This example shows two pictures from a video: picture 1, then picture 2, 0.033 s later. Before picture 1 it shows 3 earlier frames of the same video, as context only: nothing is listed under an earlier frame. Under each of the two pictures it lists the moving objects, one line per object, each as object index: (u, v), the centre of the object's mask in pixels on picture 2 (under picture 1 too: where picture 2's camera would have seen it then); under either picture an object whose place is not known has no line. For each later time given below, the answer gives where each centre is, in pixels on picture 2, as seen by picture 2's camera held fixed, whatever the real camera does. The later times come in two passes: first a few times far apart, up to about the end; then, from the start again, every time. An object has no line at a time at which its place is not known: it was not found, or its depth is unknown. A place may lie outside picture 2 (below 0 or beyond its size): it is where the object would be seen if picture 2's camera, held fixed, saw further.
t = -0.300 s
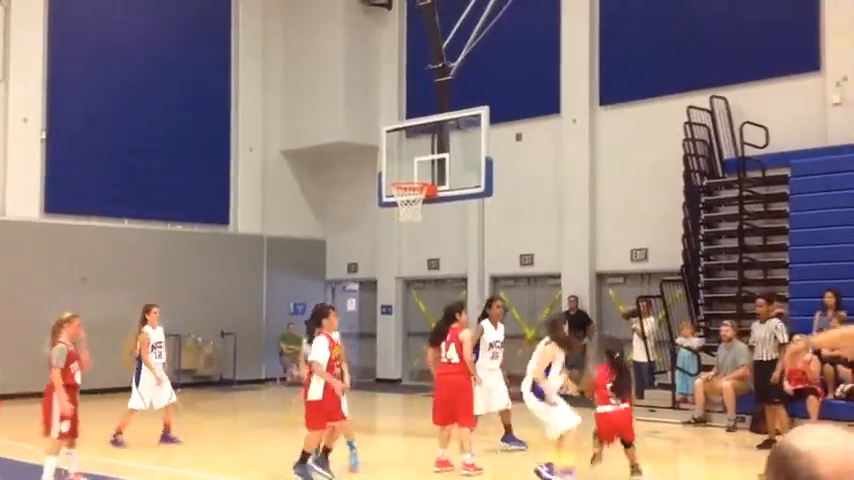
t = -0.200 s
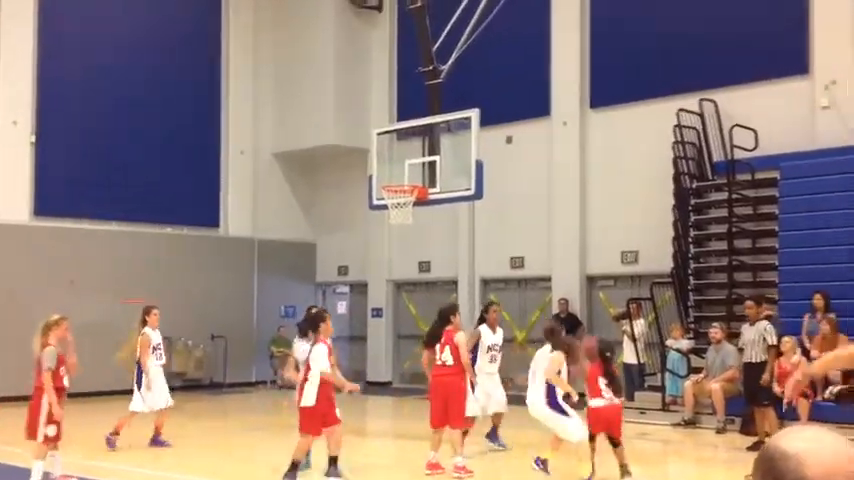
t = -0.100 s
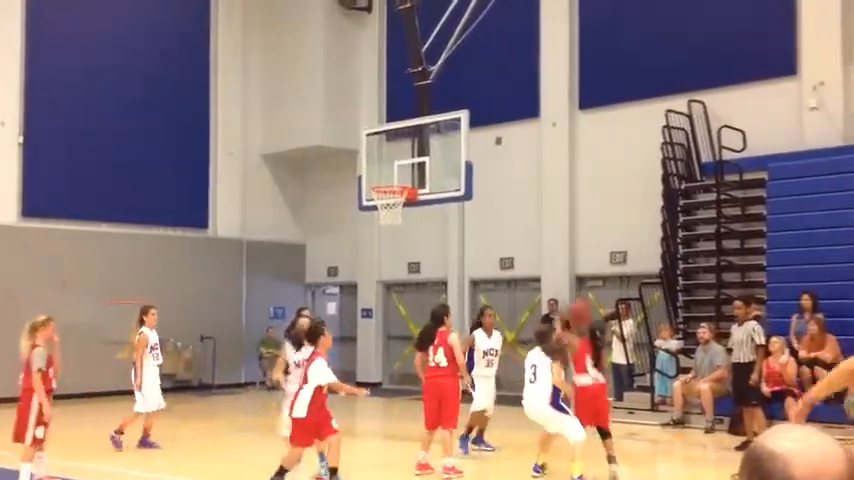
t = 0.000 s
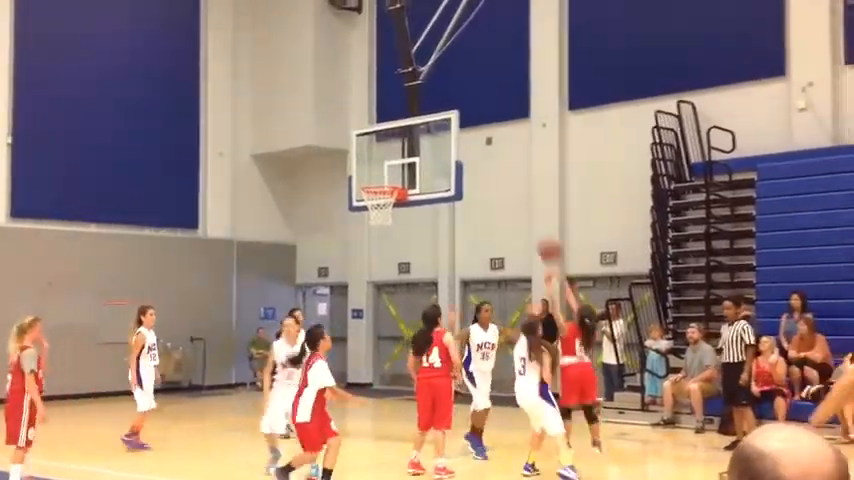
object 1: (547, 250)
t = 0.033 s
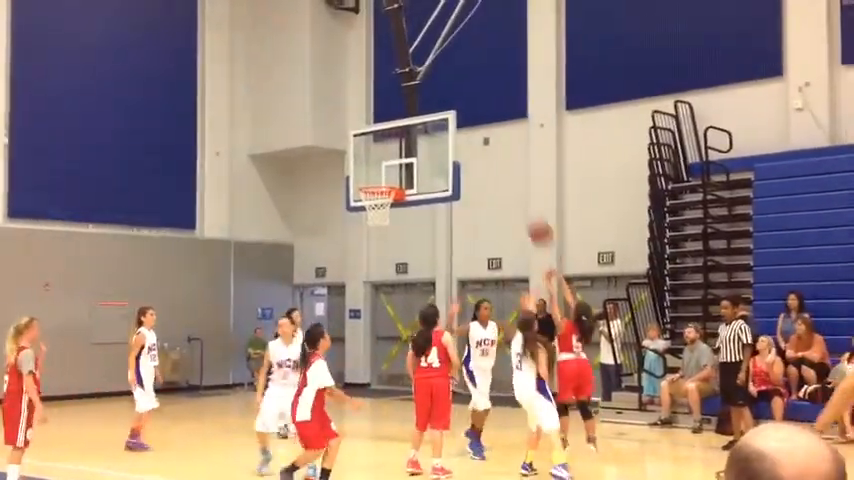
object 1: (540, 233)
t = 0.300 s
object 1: (486, 132)
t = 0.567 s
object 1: (439, 104)
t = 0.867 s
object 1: (393, 148)
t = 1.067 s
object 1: (366, 214)
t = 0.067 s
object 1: (532, 214)
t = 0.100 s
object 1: (527, 199)
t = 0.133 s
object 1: (520, 185)
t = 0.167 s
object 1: (513, 172)
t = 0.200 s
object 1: (506, 159)
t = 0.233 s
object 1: (499, 148)
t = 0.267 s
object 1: (493, 140)
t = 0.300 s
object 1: (486, 132)
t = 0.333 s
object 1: (479, 124)
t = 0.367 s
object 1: (473, 118)
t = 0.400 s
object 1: (468, 114)
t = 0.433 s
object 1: (464, 112)
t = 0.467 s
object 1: (457, 106)
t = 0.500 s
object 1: (450, 105)
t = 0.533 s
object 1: (444, 104)
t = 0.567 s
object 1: (439, 104)
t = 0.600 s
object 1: (434, 106)
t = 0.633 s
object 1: (428, 108)
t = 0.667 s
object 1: (424, 111)
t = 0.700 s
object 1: (419, 115)
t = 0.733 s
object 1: (413, 118)
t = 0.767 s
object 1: (409, 125)
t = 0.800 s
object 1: (408, 132)
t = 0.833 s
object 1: (402, 138)
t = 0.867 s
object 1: (393, 148)
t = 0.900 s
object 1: (389, 158)
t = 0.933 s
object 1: (384, 167)
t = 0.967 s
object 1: (380, 177)
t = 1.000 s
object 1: (376, 189)
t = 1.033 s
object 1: (371, 202)
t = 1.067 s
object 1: (366, 214)
